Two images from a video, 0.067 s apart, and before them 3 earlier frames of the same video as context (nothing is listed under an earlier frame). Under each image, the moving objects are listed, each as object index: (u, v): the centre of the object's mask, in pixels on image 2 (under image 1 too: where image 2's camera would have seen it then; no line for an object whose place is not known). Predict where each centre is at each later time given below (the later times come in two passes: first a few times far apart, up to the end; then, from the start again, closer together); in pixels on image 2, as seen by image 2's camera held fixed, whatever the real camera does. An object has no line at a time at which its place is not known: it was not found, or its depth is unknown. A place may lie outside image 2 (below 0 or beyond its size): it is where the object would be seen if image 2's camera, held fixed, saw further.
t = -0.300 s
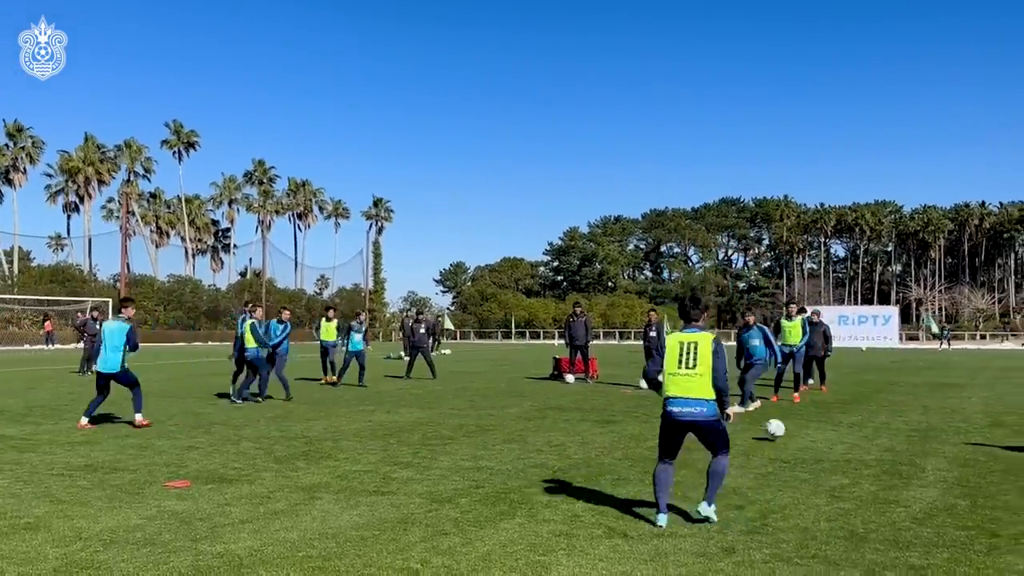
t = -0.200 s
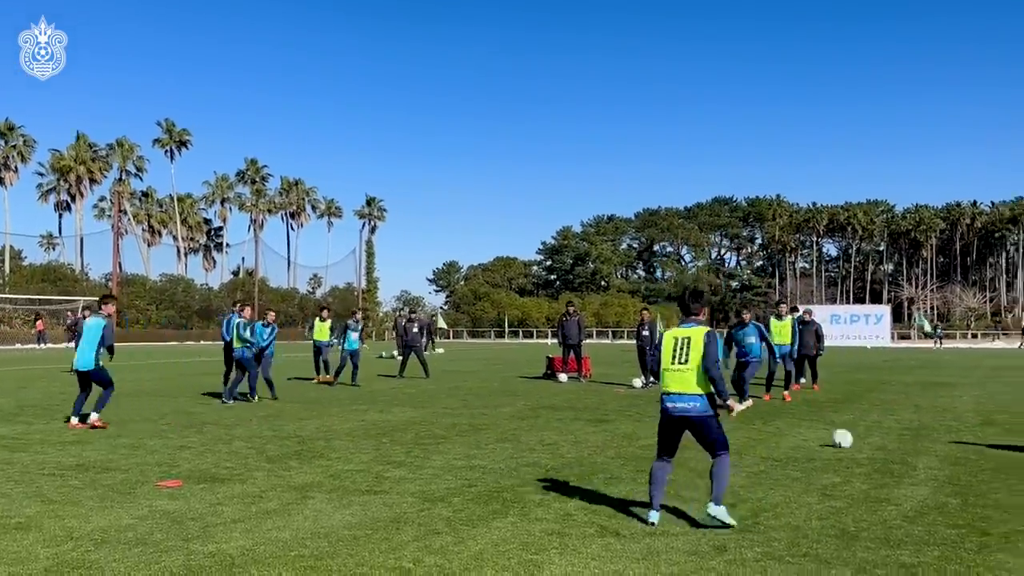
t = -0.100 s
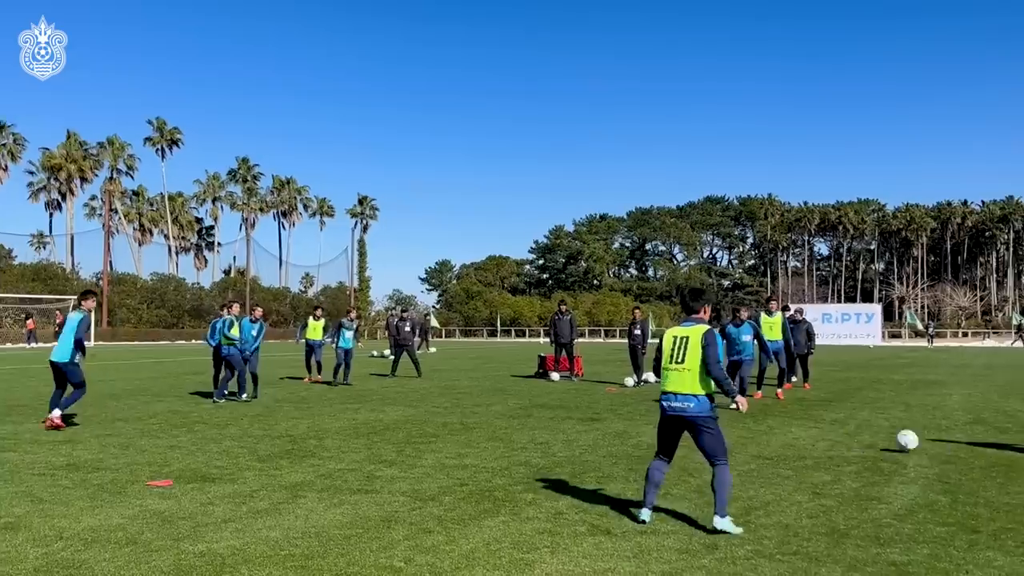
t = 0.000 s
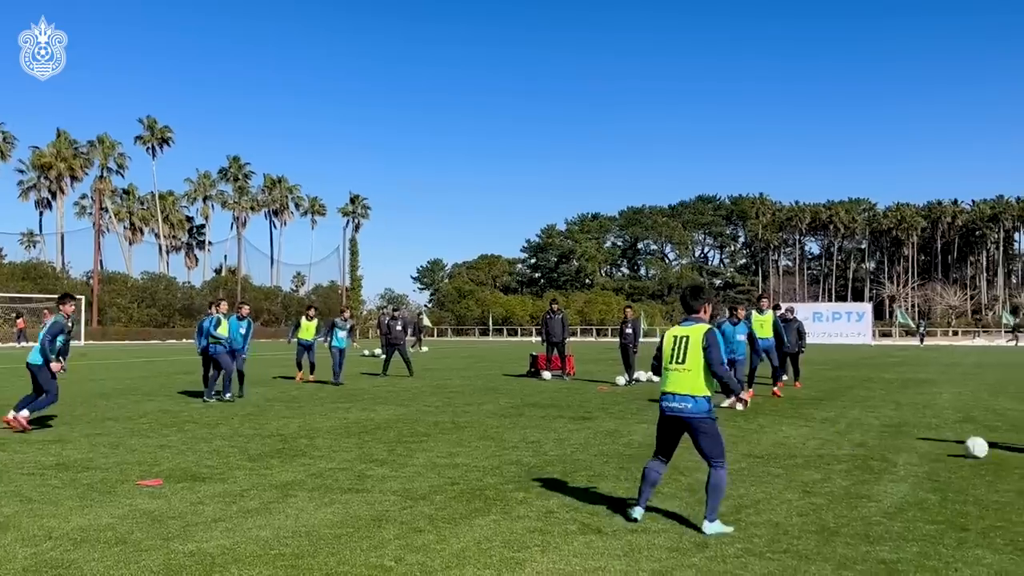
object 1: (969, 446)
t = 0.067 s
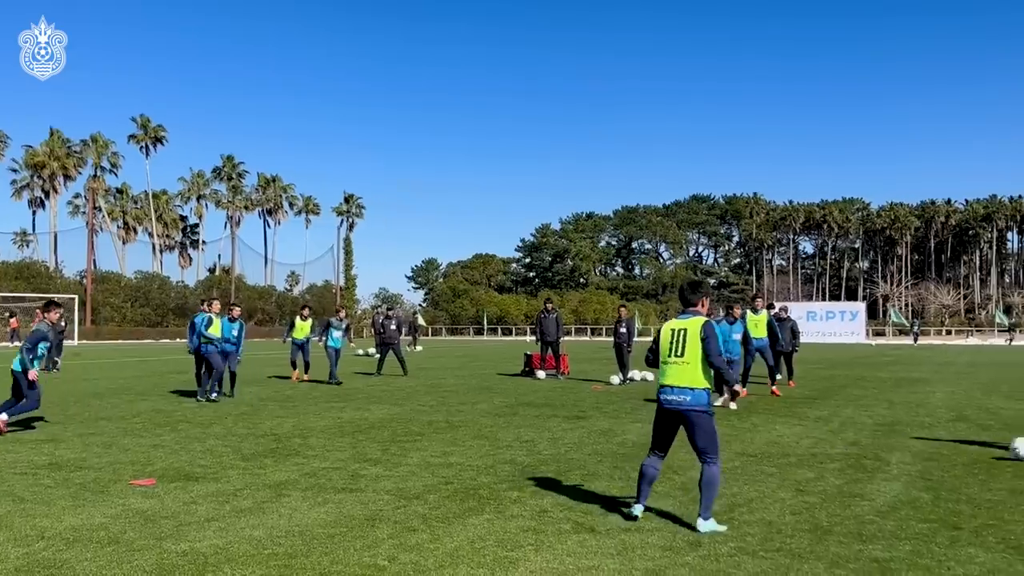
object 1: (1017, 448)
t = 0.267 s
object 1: (1010, 445)
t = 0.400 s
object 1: (961, 454)
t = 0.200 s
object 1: (1031, 448)
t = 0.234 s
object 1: (1022, 446)
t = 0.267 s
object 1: (1010, 445)
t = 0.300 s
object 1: (999, 446)
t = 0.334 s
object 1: (986, 447)
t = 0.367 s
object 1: (974, 450)
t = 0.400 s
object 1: (961, 454)
